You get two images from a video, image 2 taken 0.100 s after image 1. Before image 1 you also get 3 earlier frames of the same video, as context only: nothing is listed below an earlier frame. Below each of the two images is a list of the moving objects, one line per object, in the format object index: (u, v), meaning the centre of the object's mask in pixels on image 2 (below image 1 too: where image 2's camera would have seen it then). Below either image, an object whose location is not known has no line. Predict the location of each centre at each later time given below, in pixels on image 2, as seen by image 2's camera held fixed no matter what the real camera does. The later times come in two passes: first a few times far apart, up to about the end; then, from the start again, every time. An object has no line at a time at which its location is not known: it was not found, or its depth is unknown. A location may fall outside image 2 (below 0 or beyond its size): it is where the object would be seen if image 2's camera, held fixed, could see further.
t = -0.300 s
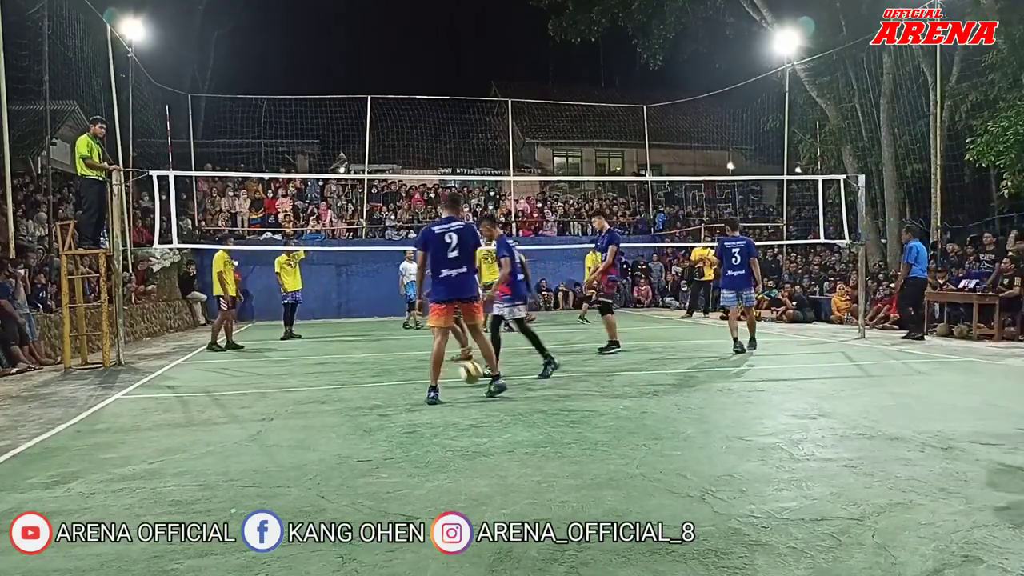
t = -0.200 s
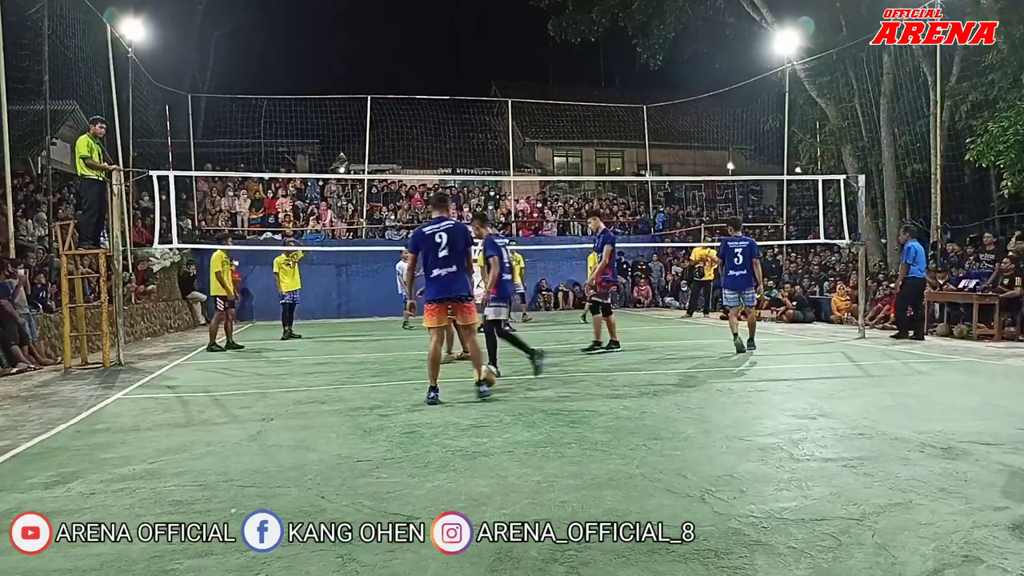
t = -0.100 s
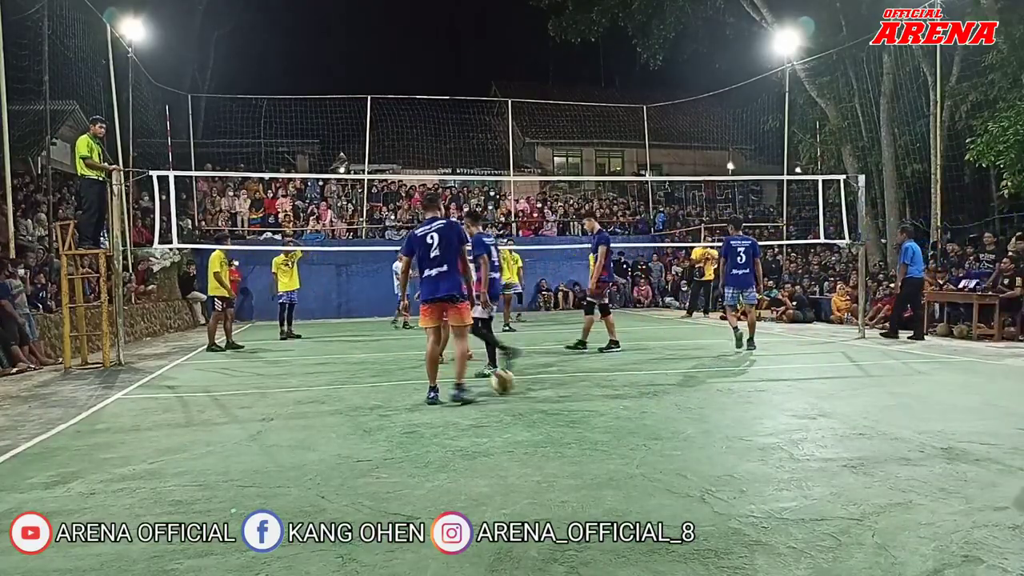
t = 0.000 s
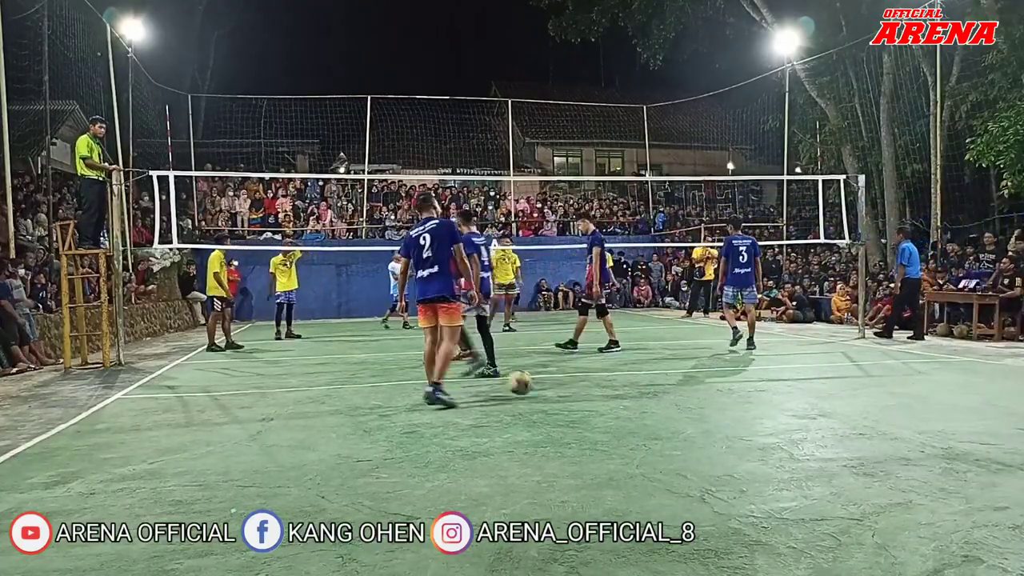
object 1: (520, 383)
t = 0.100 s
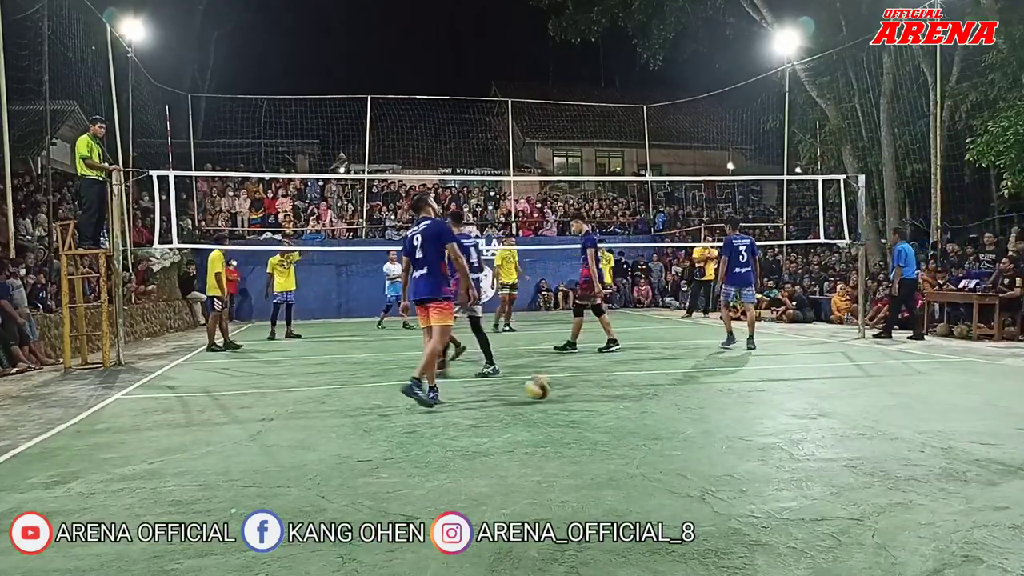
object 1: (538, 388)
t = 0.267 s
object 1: (572, 392)
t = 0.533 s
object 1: (633, 408)
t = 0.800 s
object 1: (707, 422)
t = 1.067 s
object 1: (801, 440)
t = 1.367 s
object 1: (936, 464)
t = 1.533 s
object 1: (1012, 479)
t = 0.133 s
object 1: (544, 387)
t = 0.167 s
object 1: (551, 388)
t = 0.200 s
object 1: (557, 391)
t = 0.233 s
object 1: (564, 393)
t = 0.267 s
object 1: (572, 392)
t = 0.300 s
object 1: (578, 393)
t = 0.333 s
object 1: (586, 396)
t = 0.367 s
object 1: (592, 399)
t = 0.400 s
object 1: (600, 399)
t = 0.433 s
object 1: (608, 401)
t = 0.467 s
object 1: (616, 404)
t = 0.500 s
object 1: (624, 405)
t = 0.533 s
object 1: (633, 408)
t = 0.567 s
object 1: (642, 408)
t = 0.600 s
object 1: (651, 408)
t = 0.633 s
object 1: (658, 411)
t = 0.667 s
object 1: (668, 414)
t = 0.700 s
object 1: (678, 415)
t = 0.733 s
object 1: (687, 416)
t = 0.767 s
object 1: (697, 421)
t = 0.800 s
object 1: (707, 422)
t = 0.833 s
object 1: (718, 425)
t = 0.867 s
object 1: (729, 426)
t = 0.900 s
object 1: (739, 428)
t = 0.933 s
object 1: (751, 432)
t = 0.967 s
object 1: (763, 432)
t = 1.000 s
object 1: (775, 435)
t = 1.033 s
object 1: (787, 438)
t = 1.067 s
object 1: (801, 440)
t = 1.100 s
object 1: (813, 443)
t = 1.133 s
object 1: (828, 445)
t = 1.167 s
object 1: (841, 448)
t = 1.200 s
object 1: (857, 451)
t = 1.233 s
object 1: (872, 453)
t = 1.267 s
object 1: (887, 456)
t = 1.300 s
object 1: (901, 458)
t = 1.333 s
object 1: (917, 463)
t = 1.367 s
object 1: (936, 464)
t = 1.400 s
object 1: (952, 469)
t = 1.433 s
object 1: (970, 471)
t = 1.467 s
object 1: (989, 475)
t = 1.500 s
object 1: (1003, 479)
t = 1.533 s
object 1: (1012, 479)
